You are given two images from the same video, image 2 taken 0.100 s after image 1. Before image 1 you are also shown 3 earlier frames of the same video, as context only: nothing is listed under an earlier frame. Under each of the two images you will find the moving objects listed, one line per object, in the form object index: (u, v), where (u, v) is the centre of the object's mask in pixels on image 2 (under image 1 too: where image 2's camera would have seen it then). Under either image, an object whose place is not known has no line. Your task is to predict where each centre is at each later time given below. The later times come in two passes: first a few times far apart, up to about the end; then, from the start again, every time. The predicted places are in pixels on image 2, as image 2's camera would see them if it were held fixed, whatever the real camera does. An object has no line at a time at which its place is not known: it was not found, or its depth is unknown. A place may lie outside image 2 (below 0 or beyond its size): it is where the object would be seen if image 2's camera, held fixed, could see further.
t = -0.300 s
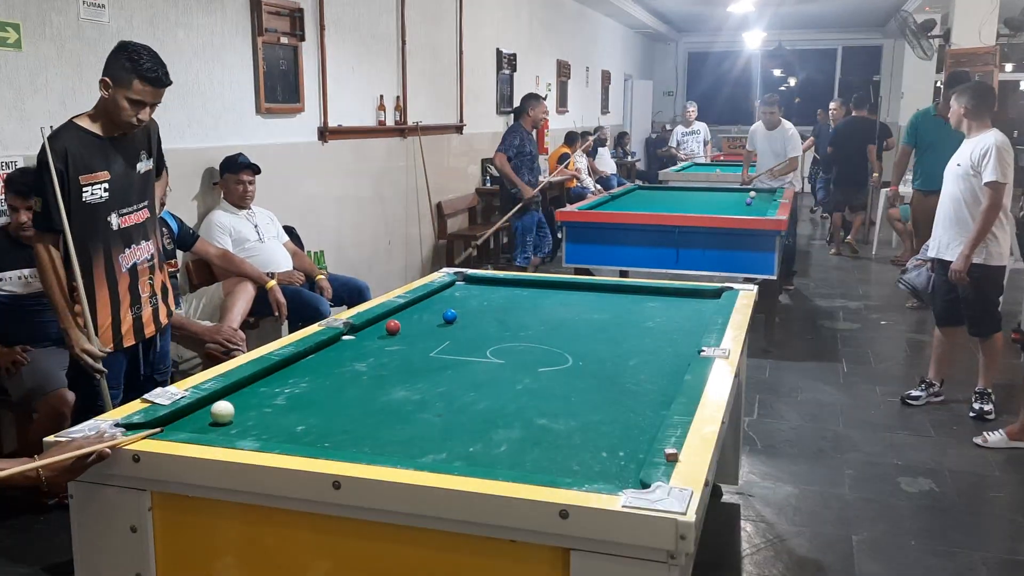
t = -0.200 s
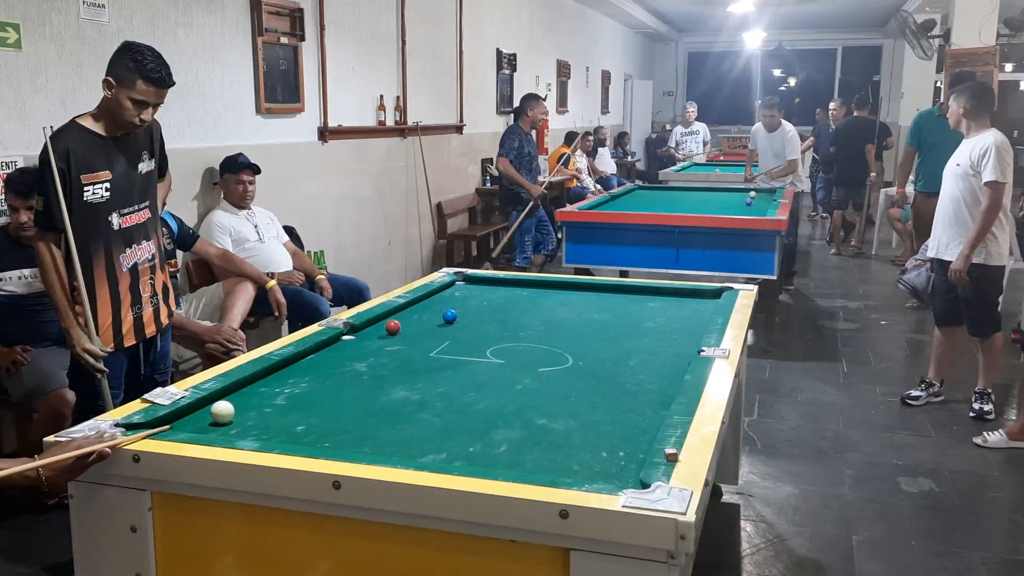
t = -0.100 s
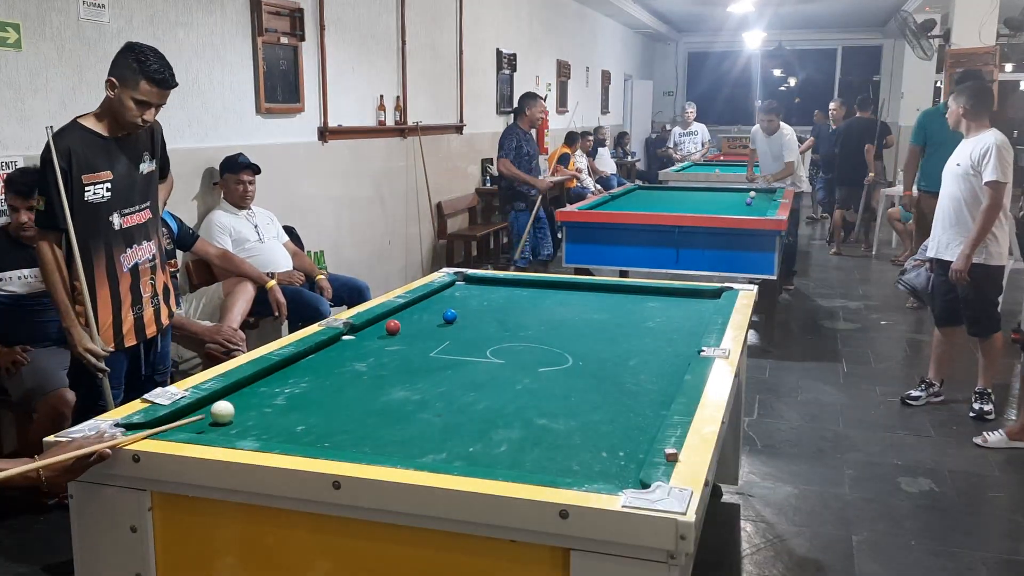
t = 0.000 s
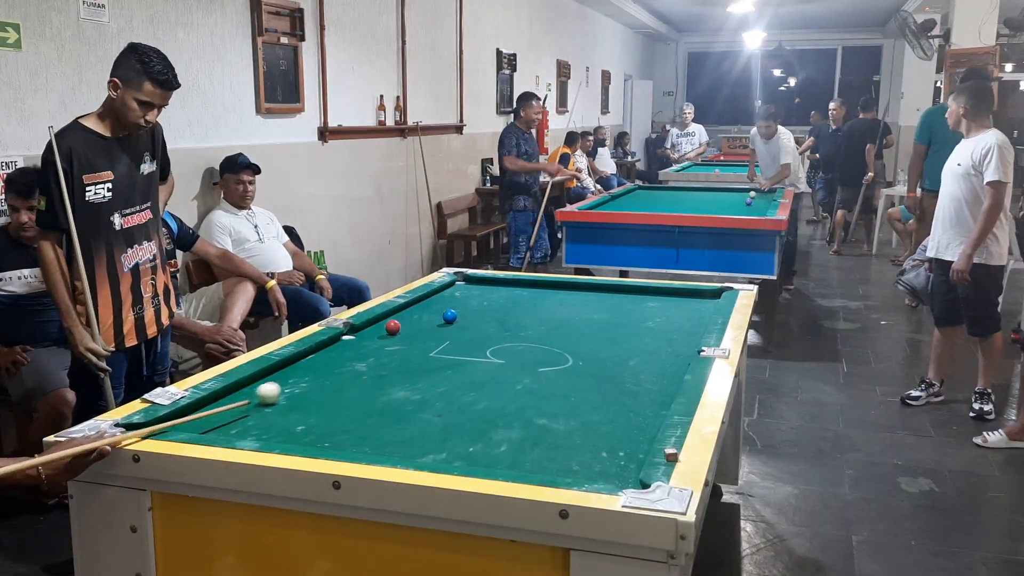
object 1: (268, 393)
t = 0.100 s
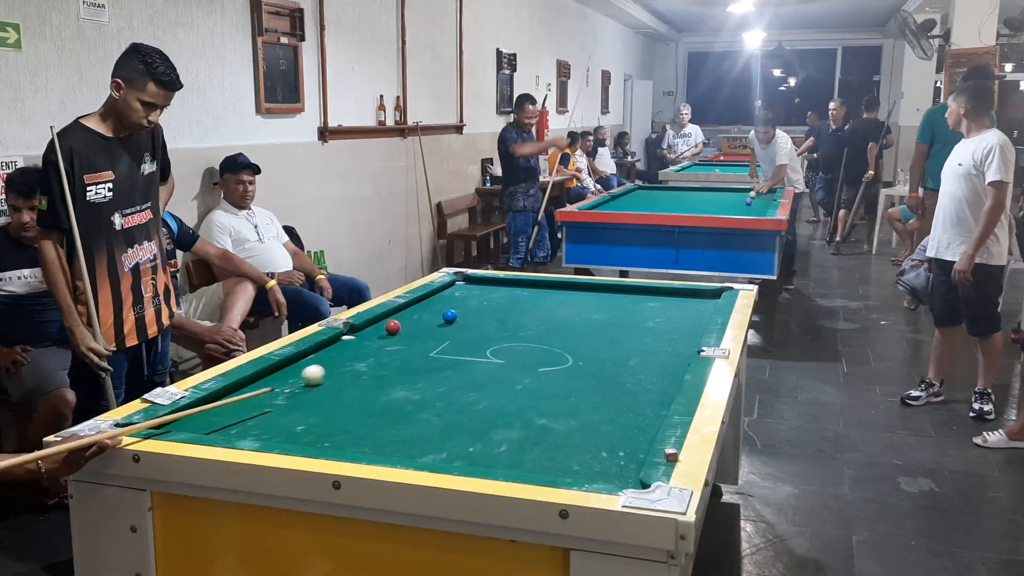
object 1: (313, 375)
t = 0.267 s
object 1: (374, 351)
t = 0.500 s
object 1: (440, 324)
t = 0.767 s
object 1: (514, 309)
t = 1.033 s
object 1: (580, 298)
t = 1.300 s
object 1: (636, 289)
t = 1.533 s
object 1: (664, 298)
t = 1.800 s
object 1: (697, 310)
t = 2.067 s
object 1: (683, 319)
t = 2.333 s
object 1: (650, 327)
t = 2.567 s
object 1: (621, 334)
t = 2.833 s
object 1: (587, 342)
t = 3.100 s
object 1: (552, 351)
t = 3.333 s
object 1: (522, 358)
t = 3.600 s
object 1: (486, 366)
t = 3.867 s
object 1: (451, 375)
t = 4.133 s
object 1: (416, 383)
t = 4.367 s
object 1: (385, 390)
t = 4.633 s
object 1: (352, 398)
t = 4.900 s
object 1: (320, 406)
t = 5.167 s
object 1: (290, 412)
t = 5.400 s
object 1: (266, 418)
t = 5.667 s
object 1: (240, 424)
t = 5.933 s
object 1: (218, 427)
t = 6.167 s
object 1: (201, 428)
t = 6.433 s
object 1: (199, 427)
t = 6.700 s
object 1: (201, 426)
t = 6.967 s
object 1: (202, 425)
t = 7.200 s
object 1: (202, 425)
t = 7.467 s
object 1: (202, 425)
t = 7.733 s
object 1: (202, 425)
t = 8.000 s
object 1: (202, 425)
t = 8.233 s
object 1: (202, 425)
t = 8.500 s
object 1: (202, 425)
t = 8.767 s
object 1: (203, 425)
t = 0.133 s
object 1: (326, 370)
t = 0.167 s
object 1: (339, 365)
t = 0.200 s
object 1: (351, 360)
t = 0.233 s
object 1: (362, 355)
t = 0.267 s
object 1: (374, 351)
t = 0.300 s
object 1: (384, 346)
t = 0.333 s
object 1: (395, 343)
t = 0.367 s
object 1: (405, 339)
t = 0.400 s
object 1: (414, 335)
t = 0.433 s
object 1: (423, 331)
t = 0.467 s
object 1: (432, 327)
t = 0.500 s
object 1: (440, 324)
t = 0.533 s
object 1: (448, 321)
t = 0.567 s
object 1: (458, 318)
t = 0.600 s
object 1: (468, 317)
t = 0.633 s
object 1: (477, 316)
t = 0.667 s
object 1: (487, 314)
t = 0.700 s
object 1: (496, 312)
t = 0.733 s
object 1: (505, 311)
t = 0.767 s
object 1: (514, 309)
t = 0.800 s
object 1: (523, 308)
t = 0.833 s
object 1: (531, 306)
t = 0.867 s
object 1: (540, 305)
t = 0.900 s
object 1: (548, 304)
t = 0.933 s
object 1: (556, 302)
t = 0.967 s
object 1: (564, 301)
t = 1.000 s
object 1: (572, 300)
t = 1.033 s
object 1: (580, 298)
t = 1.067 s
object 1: (587, 297)
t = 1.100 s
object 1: (595, 296)
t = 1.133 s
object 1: (602, 295)
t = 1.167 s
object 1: (609, 293)
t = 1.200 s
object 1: (616, 292)
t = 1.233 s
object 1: (623, 291)
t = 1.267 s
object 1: (630, 289)
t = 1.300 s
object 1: (636, 289)
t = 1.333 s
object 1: (640, 289)
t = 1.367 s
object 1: (644, 291)
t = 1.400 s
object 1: (648, 293)
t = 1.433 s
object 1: (652, 294)
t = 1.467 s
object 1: (655, 295)
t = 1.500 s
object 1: (660, 297)
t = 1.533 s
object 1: (664, 298)
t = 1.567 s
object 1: (668, 300)
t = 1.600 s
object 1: (672, 301)
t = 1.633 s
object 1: (676, 303)
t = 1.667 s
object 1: (680, 304)
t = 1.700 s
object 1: (684, 306)
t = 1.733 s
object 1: (688, 307)
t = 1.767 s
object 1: (692, 309)
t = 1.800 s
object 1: (697, 310)
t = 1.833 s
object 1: (701, 312)
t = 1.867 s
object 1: (705, 313)
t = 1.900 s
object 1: (703, 315)
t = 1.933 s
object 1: (699, 316)
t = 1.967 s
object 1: (695, 317)
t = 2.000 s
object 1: (691, 318)
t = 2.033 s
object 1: (687, 319)
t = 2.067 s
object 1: (683, 319)
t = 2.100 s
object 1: (679, 320)
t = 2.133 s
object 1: (675, 321)
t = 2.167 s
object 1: (671, 322)
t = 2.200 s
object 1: (666, 323)
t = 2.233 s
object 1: (662, 324)
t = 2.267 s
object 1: (658, 325)
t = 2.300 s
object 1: (654, 326)
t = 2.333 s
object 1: (650, 327)
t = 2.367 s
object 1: (646, 328)
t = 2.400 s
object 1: (642, 329)
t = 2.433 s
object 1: (638, 330)
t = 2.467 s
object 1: (634, 331)
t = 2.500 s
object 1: (629, 332)
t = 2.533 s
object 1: (625, 333)
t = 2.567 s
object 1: (621, 334)
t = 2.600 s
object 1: (617, 335)
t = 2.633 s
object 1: (612, 336)
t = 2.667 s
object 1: (608, 337)
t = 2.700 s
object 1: (604, 338)
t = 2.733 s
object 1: (600, 339)
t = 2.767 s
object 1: (595, 340)
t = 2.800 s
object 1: (591, 341)
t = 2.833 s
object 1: (587, 342)
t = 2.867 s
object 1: (582, 343)
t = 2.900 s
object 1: (578, 344)
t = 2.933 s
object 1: (574, 345)
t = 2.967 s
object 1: (569, 346)
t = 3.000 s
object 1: (565, 347)
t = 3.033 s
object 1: (561, 349)
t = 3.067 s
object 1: (556, 349)
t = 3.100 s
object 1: (552, 351)
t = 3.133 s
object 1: (548, 352)
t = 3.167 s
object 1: (543, 353)
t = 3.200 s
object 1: (539, 354)
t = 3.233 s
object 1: (535, 355)
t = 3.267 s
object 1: (530, 356)
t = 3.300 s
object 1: (526, 357)
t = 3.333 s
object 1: (522, 358)
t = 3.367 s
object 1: (517, 359)
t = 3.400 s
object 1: (513, 360)
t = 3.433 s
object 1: (508, 361)
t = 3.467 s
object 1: (504, 362)
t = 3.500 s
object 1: (499, 363)
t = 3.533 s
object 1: (495, 364)
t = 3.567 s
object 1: (491, 365)
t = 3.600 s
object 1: (486, 366)
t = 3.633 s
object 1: (482, 368)
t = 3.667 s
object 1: (478, 368)
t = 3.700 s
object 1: (473, 369)
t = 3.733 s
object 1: (468, 370)
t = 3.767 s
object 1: (464, 372)
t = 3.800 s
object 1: (460, 372)
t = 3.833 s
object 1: (455, 374)
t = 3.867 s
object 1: (451, 375)
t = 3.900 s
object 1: (446, 376)
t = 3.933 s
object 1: (442, 377)
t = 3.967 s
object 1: (438, 378)
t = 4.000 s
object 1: (433, 378)
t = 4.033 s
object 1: (429, 380)
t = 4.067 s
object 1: (425, 381)
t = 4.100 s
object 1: (420, 382)
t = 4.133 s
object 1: (416, 383)
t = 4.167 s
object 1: (411, 385)
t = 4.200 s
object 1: (407, 386)
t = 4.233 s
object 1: (403, 387)
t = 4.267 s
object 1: (398, 387)
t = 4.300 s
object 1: (394, 388)
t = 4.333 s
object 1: (390, 389)
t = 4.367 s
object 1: (385, 390)
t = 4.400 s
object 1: (381, 391)
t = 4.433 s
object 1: (377, 392)
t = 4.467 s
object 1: (373, 393)
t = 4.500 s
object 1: (369, 394)
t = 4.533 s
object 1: (364, 395)
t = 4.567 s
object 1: (360, 395)
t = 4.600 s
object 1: (356, 397)
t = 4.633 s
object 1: (352, 398)
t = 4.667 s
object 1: (348, 399)
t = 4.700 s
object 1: (344, 400)
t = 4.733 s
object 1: (340, 401)
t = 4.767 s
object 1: (336, 402)
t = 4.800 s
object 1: (332, 403)
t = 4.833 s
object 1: (328, 404)
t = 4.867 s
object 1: (324, 405)
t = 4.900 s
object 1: (320, 406)
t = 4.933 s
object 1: (316, 407)
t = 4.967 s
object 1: (313, 407)
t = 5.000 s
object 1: (309, 408)
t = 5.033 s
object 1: (305, 409)
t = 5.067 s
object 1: (301, 410)
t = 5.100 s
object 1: (298, 411)
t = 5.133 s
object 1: (294, 411)
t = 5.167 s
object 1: (290, 412)
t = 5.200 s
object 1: (287, 413)
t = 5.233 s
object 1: (283, 414)
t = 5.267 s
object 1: (280, 415)
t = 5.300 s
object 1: (276, 416)
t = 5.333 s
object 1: (273, 416)
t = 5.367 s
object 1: (269, 417)
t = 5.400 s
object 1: (266, 418)
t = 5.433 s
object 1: (262, 419)
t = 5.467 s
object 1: (259, 420)
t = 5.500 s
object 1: (256, 420)
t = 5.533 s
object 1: (252, 422)
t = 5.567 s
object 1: (249, 422)
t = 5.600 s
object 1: (246, 423)
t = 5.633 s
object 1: (243, 424)
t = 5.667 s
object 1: (240, 424)
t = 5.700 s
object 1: (237, 425)
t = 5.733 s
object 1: (234, 426)
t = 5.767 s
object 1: (231, 426)
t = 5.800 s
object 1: (228, 426)
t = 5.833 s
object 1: (226, 426)
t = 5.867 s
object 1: (223, 427)
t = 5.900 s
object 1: (220, 427)
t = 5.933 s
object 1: (218, 427)
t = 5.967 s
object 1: (215, 427)
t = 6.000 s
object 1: (212, 427)
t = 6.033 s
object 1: (210, 427)
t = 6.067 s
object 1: (208, 428)
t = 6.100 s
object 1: (205, 428)
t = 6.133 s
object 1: (203, 428)
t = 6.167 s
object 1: (201, 428)
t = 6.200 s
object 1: (199, 429)
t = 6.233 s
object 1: (199, 428)
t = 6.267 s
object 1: (199, 428)
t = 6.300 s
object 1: (199, 428)
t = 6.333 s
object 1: (199, 427)
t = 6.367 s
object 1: (199, 427)
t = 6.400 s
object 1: (199, 427)
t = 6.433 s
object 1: (199, 427)
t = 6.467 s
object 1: (200, 426)
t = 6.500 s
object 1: (200, 426)
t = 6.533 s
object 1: (200, 426)
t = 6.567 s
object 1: (200, 426)
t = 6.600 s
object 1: (200, 426)
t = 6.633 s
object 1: (200, 426)
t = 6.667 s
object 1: (200, 426)
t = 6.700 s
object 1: (201, 426)
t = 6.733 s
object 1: (201, 425)
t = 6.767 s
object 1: (201, 425)
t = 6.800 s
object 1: (201, 425)
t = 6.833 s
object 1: (201, 425)
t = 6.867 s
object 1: (202, 425)
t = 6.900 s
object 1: (202, 425)
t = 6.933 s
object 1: (202, 425)
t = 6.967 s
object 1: (202, 425)
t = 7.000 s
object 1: (202, 425)
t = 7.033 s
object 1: (203, 425)
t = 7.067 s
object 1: (202, 425)
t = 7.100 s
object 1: (203, 425)
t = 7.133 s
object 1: (203, 425)
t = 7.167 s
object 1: (203, 425)
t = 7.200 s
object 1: (202, 425)
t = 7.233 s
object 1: (202, 424)
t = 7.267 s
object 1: (202, 424)
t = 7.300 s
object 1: (202, 424)
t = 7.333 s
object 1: (202, 424)
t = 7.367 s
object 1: (202, 425)
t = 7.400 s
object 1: (202, 425)
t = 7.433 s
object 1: (202, 425)
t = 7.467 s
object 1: (202, 425)
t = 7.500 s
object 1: (202, 425)
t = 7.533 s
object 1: (202, 425)
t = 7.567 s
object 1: (202, 425)
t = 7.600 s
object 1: (202, 425)
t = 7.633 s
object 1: (202, 425)
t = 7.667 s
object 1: (202, 425)
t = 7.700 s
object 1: (202, 425)
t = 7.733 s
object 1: (202, 425)
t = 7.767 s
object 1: (202, 425)
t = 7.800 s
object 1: (202, 425)
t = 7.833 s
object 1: (202, 425)
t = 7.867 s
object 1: (202, 425)
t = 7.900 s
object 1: (202, 425)
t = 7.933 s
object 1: (202, 424)
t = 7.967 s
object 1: (202, 425)
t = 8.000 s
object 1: (202, 425)
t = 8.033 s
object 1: (202, 425)
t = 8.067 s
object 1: (202, 425)
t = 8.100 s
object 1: (202, 425)
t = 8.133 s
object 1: (203, 425)
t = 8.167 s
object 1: (203, 425)
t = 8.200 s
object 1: (203, 425)
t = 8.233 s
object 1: (202, 425)
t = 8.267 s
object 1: (202, 425)
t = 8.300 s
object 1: (202, 425)
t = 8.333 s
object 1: (202, 425)
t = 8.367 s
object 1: (202, 425)
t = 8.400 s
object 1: (203, 425)
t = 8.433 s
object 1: (203, 425)
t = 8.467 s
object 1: (203, 425)
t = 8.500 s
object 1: (202, 425)
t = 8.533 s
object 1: (202, 425)
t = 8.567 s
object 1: (202, 425)
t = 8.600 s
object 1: (202, 425)
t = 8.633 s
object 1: (202, 425)
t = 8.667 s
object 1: (203, 425)
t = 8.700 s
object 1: (203, 425)
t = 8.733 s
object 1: (203, 425)
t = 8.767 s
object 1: (203, 425)
